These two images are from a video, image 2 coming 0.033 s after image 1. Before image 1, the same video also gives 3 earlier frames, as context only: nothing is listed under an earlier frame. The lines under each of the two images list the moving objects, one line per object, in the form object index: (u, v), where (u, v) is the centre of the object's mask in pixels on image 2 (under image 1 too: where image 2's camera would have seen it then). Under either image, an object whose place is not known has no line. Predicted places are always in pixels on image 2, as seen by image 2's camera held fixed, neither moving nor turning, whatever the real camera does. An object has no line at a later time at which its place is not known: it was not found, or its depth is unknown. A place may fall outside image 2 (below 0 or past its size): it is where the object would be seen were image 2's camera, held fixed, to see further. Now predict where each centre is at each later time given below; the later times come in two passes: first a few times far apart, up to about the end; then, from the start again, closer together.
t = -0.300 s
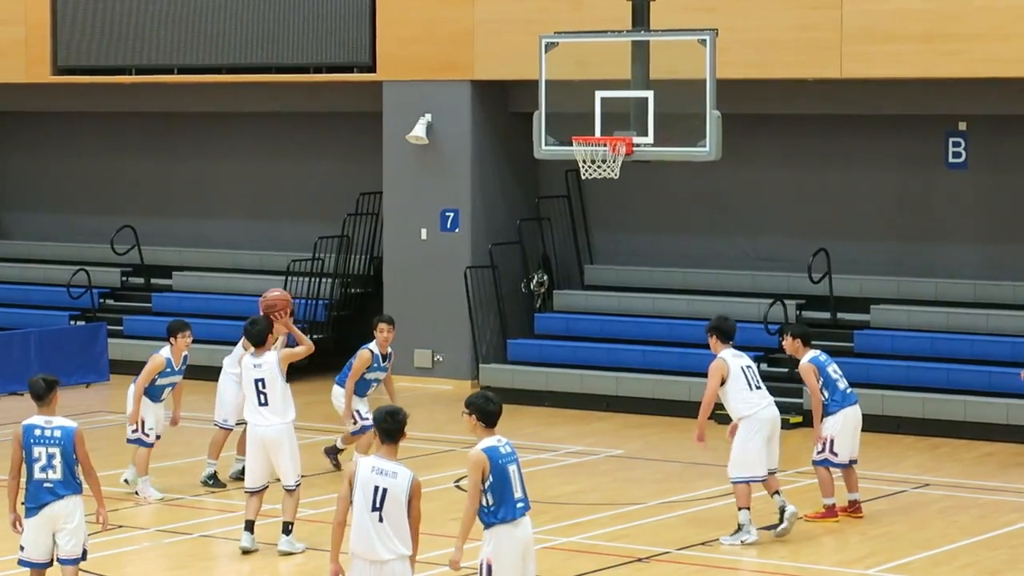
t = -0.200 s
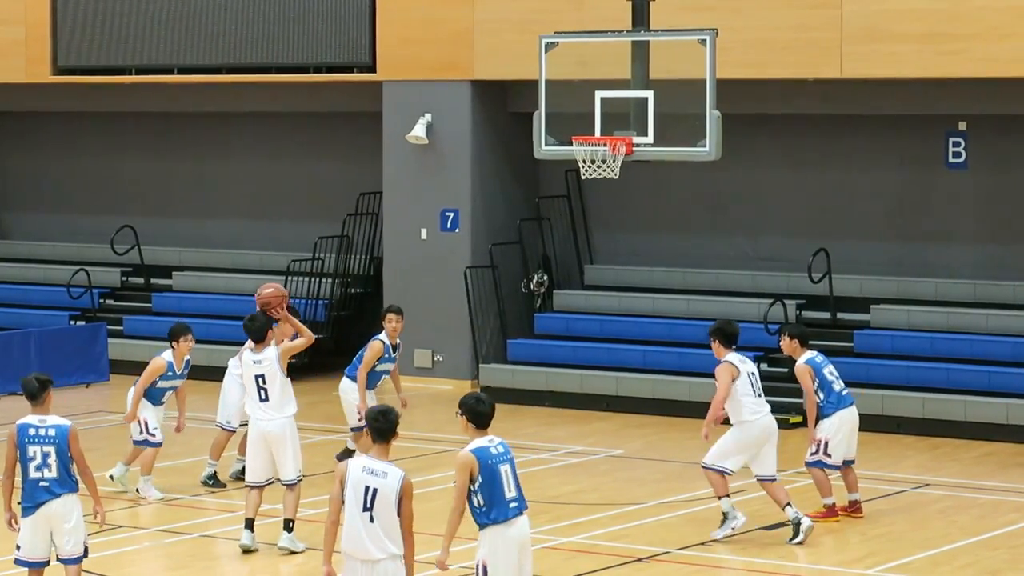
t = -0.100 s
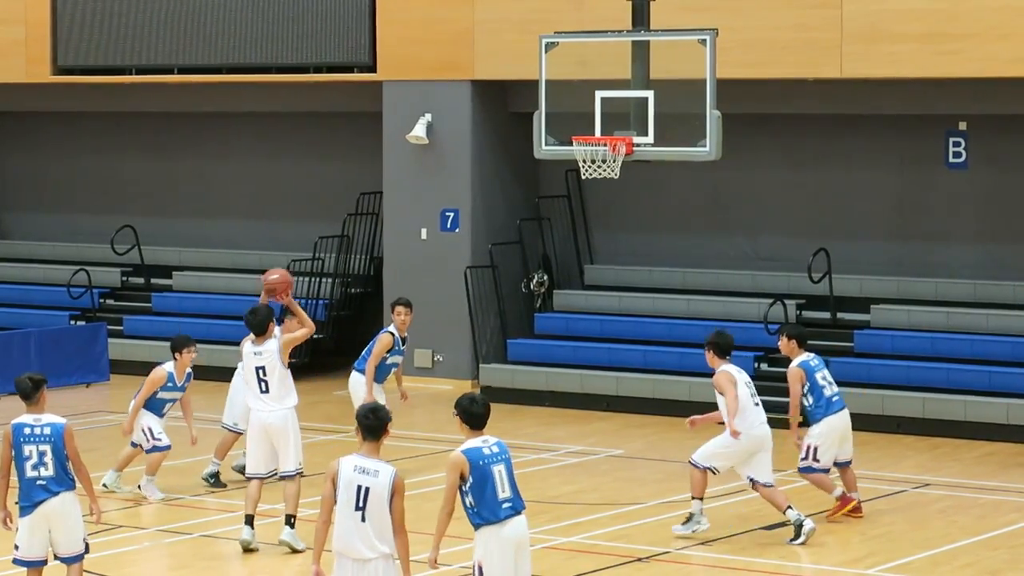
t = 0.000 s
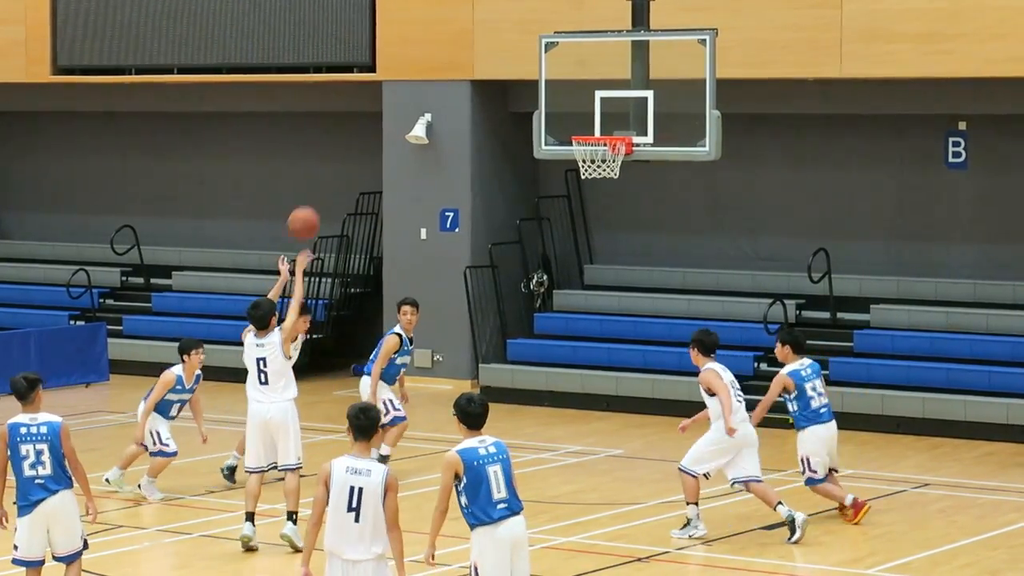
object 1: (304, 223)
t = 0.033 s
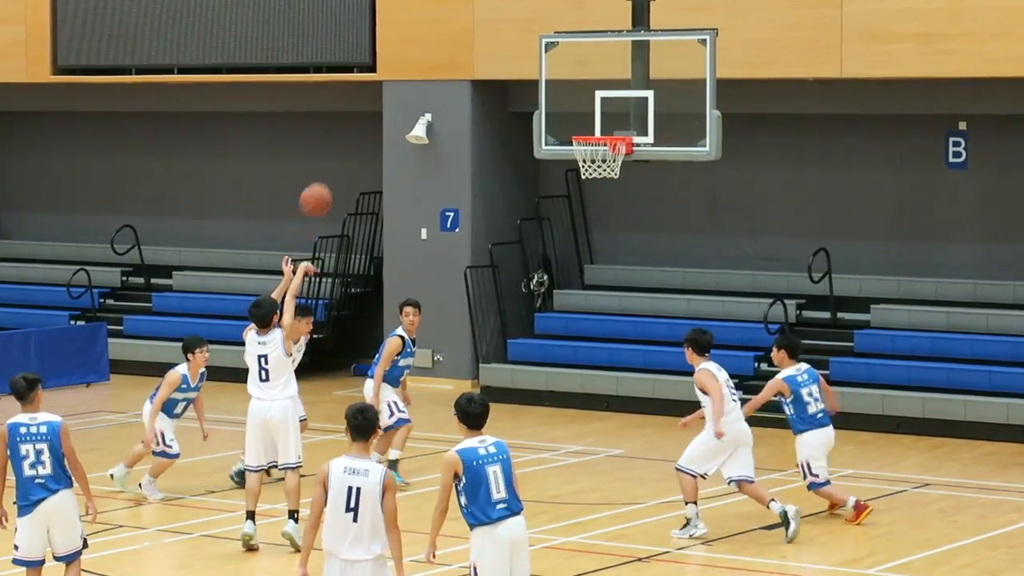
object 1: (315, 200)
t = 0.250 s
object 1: (392, 90)
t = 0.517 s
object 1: (478, 37)
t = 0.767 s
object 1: (552, 65)
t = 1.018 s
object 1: (612, 114)
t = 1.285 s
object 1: (642, 113)
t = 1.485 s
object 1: (635, 139)
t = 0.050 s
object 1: (322, 189)
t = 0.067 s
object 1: (328, 179)
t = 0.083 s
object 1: (334, 168)
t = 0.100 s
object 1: (339, 159)
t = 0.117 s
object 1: (346, 149)
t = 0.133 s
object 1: (351, 140)
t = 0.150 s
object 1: (357, 132)
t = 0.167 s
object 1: (363, 124)
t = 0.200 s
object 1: (374, 109)
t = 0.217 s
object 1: (380, 102)
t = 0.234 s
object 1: (385, 95)
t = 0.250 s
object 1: (392, 90)
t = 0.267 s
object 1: (397, 84)
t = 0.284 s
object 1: (403, 79)
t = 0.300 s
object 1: (408, 72)
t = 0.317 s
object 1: (414, 67)
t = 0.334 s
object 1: (419, 64)
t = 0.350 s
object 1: (425, 60)
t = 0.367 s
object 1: (430, 55)
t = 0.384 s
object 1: (436, 52)
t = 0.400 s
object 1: (441, 49)
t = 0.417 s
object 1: (446, 46)
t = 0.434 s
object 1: (452, 44)
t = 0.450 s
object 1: (457, 42)
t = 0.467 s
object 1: (462, 40)
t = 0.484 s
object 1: (467, 39)
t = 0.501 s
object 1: (472, 38)
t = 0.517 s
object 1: (478, 37)
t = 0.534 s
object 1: (483, 37)
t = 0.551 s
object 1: (488, 37)
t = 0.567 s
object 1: (493, 37)
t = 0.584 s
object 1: (498, 38)
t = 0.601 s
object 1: (503, 38)
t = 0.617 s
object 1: (508, 40)
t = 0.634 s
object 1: (512, 41)
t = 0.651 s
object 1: (518, 43)
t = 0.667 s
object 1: (522, 45)
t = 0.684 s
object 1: (526, 48)
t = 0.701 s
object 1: (532, 51)
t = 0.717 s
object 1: (537, 53)
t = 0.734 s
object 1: (541, 58)
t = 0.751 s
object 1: (547, 61)
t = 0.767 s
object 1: (552, 65)
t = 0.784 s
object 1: (556, 70)
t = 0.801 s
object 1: (561, 75)
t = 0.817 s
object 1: (566, 80)
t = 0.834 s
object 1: (570, 84)
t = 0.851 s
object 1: (575, 90)
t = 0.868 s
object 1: (579, 95)
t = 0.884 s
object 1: (583, 101)
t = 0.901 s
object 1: (588, 107)
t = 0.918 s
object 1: (593, 114)
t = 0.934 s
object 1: (597, 121)
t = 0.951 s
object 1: (601, 124)
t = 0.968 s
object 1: (604, 122)
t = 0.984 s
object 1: (606, 118)
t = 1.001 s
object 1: (609, 116)
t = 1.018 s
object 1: (612, 114)
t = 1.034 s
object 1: (614, 112)
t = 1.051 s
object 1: (616, 111)
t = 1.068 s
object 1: (618, 110)
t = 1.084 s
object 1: (621, 109)
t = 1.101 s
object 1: (624, 108)
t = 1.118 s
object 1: (626, 108)
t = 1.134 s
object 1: (628, 108)
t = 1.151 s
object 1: (631, 108)
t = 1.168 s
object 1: (633, 108)
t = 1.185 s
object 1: (636, 109)
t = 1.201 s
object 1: (638, 110)
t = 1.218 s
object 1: (641, 112)
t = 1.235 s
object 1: (643, 113)
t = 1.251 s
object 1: (643, 113)
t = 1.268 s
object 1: (643, 113)
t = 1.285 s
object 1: (642, 113)
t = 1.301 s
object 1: (641, 113)
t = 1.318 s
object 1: (641, 114)
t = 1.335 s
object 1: (640, 116)
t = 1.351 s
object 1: (639, 117)
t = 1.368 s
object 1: (638, 119)
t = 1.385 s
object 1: (637, 120)
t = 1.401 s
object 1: (637, 123)
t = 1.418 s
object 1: (636, 125)
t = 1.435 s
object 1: (636, 129)
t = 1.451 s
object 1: (635, 132)
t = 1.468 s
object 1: (635, 135)
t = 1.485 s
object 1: (635, 139)
